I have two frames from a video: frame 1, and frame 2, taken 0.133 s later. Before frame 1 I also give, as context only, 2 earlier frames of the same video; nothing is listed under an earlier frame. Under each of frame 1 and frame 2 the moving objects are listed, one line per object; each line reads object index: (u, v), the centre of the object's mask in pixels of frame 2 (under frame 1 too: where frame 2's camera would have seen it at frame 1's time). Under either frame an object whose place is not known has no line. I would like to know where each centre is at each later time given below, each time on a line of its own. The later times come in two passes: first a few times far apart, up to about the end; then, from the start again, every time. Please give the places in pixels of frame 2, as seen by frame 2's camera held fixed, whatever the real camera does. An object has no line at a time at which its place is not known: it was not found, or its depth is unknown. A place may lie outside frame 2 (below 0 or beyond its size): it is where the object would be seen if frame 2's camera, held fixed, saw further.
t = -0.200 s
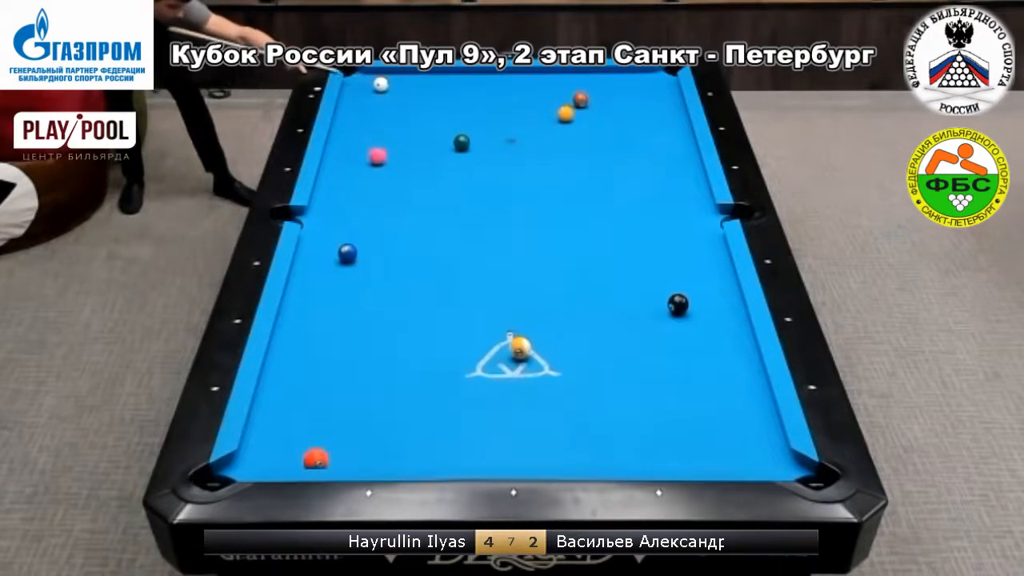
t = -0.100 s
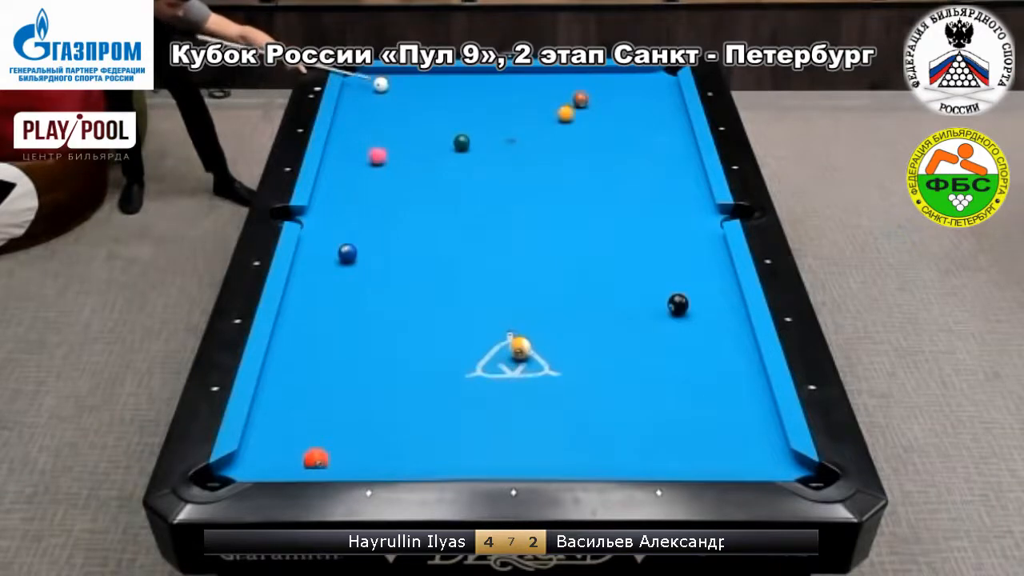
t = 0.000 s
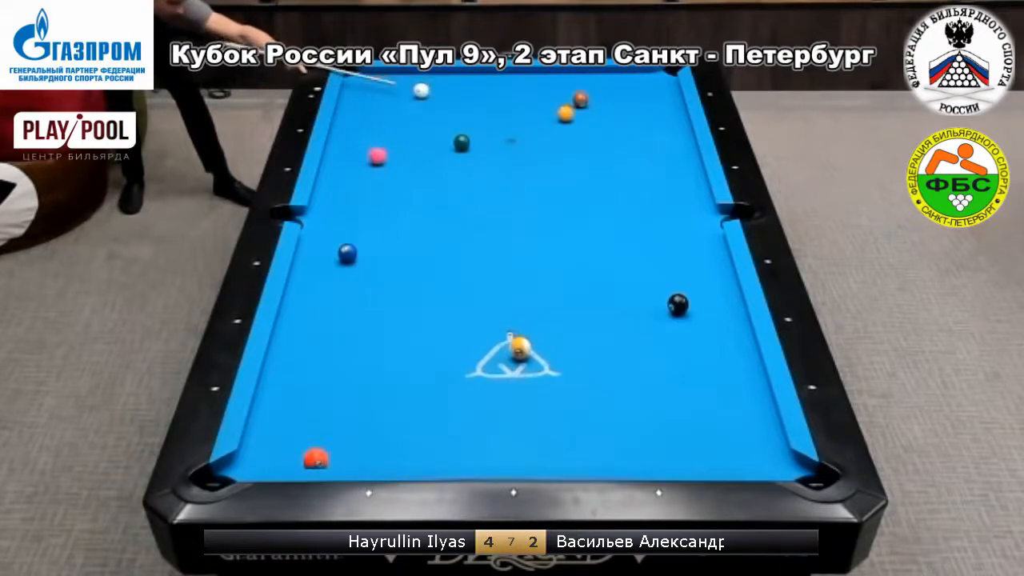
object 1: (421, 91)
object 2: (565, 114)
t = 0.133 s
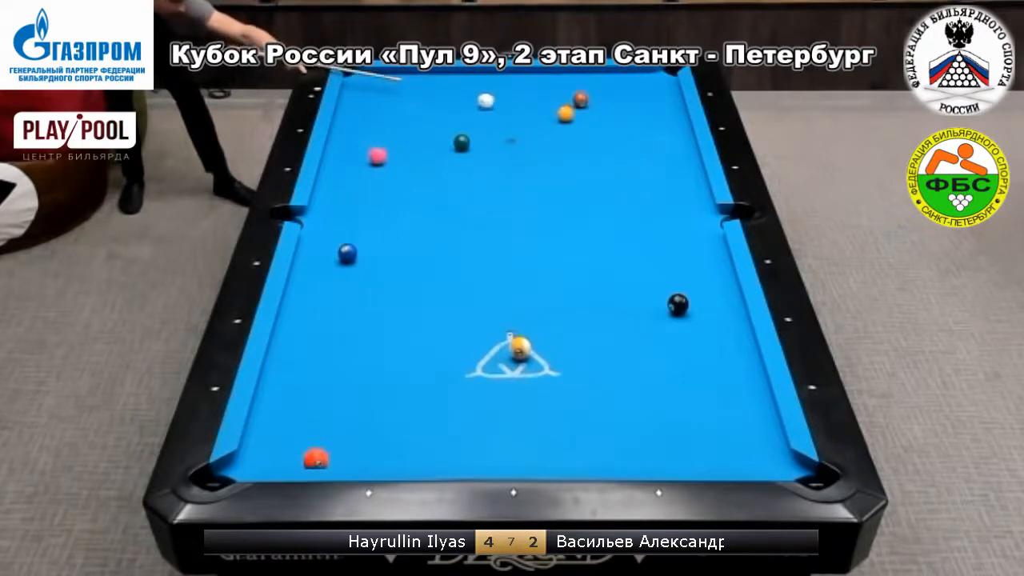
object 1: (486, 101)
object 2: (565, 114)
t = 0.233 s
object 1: (535, 109)
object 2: (566, 114)
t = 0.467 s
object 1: (568, 111)
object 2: (649, 131)
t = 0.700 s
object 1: (600, 112)
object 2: (664, 144)
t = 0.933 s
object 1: (632, 113)
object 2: (622, 154)
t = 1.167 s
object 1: (662, 114)
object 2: (579, 165)
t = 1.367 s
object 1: (678, 115)
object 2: (543, 175)
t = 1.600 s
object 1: (662, 114)
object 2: (501, 185)
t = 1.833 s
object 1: (647, 113)
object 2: (459, 196)
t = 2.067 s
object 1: (635, 112)
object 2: (417, 206)
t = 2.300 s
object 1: (622, 112)
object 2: (374, 217)
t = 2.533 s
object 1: (612, 111)
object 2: (332, 227)
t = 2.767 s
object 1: (603, 110)
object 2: (318, 236)
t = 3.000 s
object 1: (595, 109)
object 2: (338, 240)
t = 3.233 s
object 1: (588, 109)
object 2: (360, 243)
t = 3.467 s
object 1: (583, 108)
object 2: (379, 246)
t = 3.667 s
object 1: (579, 108)
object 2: (395, 247)
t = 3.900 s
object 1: (576, 108)
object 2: (412, 249)
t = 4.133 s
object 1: (574, 107)
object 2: (428, 250)
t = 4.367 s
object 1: (573, 107)
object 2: (442, 252)
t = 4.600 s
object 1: (573, 107)
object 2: (455, 253)
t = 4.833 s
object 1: (573, 107)
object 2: (467, 254)
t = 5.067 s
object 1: (573, 107)
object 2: (477, 255)
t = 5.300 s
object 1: (572, 107)
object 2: (486, 256)
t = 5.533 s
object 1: (572, 107)
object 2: (493, 257)
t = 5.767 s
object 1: (572, 107)
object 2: (499, 257)
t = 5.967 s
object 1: (572, 107)
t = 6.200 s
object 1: (572, 107)
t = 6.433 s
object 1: (572, 107)
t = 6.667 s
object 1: (572, 107)
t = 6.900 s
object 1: (572, 107)
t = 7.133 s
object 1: (572, 107)
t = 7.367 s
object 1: (572, 107)
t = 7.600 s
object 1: (572, 107)
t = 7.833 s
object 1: (572, 107)
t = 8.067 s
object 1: (572, 107)
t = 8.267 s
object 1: (572, 107)
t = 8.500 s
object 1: (572, 107)
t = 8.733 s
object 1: (572, 107)
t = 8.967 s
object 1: (572, 107)
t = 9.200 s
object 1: (572, 107)
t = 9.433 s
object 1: (572, 107)
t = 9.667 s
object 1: (572, 107)
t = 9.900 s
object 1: (572, 107)
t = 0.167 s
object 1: (502, 103)
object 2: (566, 114)
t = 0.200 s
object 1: (518, 106)
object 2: (566, 114)
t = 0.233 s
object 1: (535, 109)
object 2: (566, 114)
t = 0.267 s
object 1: (551, 111)
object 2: (566, 114)
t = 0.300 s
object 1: (552, 111)
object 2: (581, 117)
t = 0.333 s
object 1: (554, 111)
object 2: (596, 120)
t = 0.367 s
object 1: (556, 110)
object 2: (611, 123)
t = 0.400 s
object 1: (560, 110)
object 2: (624, 126)
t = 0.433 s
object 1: (563, 110)
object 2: (637, 128)
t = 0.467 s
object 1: (568, 111)
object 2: (649, 131)
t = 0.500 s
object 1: (573, 111)
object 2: (660, 133)
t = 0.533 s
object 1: (577, 111)
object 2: (672, 135)
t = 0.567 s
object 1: (582, 111)
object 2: (683, 138)
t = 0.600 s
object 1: (587, 111)
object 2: (684, 139)
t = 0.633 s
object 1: (591, 111)
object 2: (677, 141)
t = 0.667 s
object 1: (596, 111)
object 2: (670, 142)
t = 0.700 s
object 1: (600, 112)
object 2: (664, 144)
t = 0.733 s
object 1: (605, 112)
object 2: (658, 146)
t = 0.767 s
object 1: (610, 112)
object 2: (652, 147)
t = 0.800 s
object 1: (614, 112)
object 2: (646, 149)
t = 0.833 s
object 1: (619, 112)
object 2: (640, 150)
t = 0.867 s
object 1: (623, 113)
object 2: (634, 152)
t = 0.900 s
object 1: (628, 113)
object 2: (628, 153)
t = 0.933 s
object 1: (632, 113)
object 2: (622, 154)
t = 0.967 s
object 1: (636, 113)
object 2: (616, 156)
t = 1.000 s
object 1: (641, 114)
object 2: (610, 158)
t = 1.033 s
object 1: (645, 114)
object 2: (603, 159)
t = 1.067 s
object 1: (649, 114)
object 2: (598, 161)
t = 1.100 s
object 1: (654, 114)
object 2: (592, 162)
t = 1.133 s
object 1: (658, 114)
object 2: (585, 164)
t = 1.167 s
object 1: (662, 114)
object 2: (579, 165)
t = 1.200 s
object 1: (666, 115)
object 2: (573, 167)
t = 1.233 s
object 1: (670, 115)
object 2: (567, 168)
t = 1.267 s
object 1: (675, 115)
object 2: (561, 170)
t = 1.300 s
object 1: (679, 115)
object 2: (555, 172)
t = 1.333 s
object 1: (680, 115)
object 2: (549, 173)
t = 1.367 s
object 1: (678, 115)
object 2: (543, 175)
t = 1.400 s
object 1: (675, 115)
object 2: (537, 176)
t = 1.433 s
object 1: (673, 115)
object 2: (531, 178)
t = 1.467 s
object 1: (670, 114)
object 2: (525, 179)
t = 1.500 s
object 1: (668, 114)
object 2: (519, 180)
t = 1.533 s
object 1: (666, 114)
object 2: (513, 182)
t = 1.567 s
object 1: (664, 114)
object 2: (507, 183)
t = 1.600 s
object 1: (662, 114)
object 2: (501, 185)
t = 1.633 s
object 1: (660, 114)
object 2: (495, 186)
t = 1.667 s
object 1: (657, 114)
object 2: (489, 188)
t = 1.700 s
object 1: (655, 114)
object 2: (483, 190)
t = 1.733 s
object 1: (653, 114)
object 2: (477, 191)
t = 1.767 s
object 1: (652, 114)
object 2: (471, 193)
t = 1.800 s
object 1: (649, 113)
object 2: (465, 194)
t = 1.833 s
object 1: (647, 113)
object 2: (459, 196)
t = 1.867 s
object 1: (645, 113)
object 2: (453, 197)
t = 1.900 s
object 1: (643, 113)
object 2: (447, 199)
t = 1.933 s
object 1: (642, 113)
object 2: (441, 200)
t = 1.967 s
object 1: (640, 113)
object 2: (434, 202)
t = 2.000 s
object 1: (638, 112)
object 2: (429, 203)
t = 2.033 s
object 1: (636, 113)
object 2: (423, 205)
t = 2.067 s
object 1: (635, 112)
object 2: (417, 206)
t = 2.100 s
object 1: (633, 112)
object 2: (411, 208)
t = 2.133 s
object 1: (631, 112)
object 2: (405, 209)
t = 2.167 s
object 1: (629, 112)
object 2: (398, 211)
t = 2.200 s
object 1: (627, 112)
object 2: (393, 212)
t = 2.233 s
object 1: (626, 112)
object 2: (387, 214)
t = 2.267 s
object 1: (624, 112)
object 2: (380, 216)
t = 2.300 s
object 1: (622, 112)
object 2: (374, 217)
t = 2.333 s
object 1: (621, 111)
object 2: (369, 219)
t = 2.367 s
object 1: (619, 111)
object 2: (362, 220)
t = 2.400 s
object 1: (618, 111)
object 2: (356, 221)
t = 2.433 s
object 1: (616, 111)
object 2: (350, 223)
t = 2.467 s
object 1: (615, 111)
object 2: (344, 224)
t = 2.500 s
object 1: (613, 111)
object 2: (338, 226)
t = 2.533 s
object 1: (612, 111)
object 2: (332, 227)
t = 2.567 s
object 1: (611, 111)
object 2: (326, 229)
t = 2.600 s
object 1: (609, 111)
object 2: (320, 230)
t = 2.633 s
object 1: (608, 110)
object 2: (314, 232)
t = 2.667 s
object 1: (606, 110)
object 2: (309, 233)
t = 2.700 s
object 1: (605, 110)
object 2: (311, 234)
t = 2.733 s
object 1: (604, 110)
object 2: (315, 235)
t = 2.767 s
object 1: (603, 110)
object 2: (318, 236)
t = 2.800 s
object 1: (602, 110)
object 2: (321, 236)
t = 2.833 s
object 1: (600, 110)
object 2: (324, 237)
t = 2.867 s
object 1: (599, 110)
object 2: (327, 238)
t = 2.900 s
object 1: (598, 110)
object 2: (330, 239)
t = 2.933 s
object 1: (597, 110)
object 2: (333, 239)
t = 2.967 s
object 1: (596, 109)
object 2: (335, 240)
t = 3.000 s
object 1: (595, 109)
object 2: (338, 240)
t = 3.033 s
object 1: (594, 109)
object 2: (340, 240)
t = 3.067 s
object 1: (593, 109)
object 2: (344, 239)
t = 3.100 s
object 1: (592, 109)
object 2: (347, 239)
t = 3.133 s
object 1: (591, 109)
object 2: (351, 240)
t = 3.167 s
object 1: (590, 109)
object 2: (355, 241)
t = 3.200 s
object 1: (589, 109)
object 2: (358, 243)
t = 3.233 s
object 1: (588, 109)
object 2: (360, 243)
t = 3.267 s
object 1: (588, 109)
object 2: (363, 244)
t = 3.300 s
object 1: (587, 109)
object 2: (366, 245)
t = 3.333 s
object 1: (586, 109)
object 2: (368, 245)
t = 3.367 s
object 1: (585, 109)
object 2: (371, 245)
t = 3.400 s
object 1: (585, 109)
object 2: (374, 246)
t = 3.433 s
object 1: (584, 109)
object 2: (376, 246)
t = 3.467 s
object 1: (583, 108)
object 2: (379, 246)
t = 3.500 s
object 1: (582, 108)
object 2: (382, 246)
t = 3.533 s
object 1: (582, 108)
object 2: (384, 247)
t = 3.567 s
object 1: (581, 108)
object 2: (387, 247)
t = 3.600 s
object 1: (580, 108)
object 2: (390, 247)
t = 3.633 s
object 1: (579, 108)
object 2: (392, 247)
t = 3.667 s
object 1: (579, 108)
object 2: (395, 247)
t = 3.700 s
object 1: (578, 108)
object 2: (398, 248)
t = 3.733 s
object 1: (578, 108)
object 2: (400, 248)
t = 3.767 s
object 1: (577, 108)
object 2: (403, 248)
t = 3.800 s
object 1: (577, 108)
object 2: (405, 248)
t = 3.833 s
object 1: (577, 108)
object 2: (407, 249)
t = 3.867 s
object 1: (576, 108)
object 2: (410, 249)
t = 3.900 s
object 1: (576, 108)
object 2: (412, 249)
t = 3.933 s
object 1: (575, 107)
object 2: (415, 249)
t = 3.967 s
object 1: (575, 107)
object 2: (417, 249)
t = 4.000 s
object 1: (575, 107)
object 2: (420, 249)
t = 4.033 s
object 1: (575, 107)
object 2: (421, 250)
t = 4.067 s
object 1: (574, 107)
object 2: (424, 250)
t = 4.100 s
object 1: (574, 107)
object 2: (426, 250)
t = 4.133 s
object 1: (574, 107)
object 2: (428, 250)
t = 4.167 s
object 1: (573, 107)
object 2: (430, 251)
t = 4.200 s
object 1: (573, 107)
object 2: (432, 251)
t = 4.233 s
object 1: (573, 107)
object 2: (434, 251)
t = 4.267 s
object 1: (573, 107)
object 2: (436, 251)
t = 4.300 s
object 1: (573, 107)
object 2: (438, 252)
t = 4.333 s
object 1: (573, 107)
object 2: (440, 252)
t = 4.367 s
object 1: (573, 107)
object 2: (442, 252)
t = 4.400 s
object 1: (573, 107)
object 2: (444, 252)
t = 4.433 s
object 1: (573, 107)
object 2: (446, 252)
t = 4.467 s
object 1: (573, 107)
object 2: (448, 252)
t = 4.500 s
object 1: (573, 107)
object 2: (450, 252)
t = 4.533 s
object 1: (573, 107)
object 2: (452, 252)
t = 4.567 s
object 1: (573, 107)
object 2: (454, 253)
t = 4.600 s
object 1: (573, 107)
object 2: (455, 253)
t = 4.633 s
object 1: (573, 107)
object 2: (457, 253)
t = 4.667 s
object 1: (573, 107)
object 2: (459, 253)
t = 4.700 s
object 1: (573, 107)
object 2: (461, 254)
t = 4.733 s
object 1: (573, 107)
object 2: (462, 254)
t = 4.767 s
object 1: (573, 107)
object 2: (464, 254)
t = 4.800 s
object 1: (573, 107)
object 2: (466, 254)
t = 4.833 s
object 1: (573, 107)
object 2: (467, 254)
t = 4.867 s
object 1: (573, 107)
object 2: (469, 254)
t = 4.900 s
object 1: (573, 107)
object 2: (470, 254)
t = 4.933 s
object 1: (573, 107)
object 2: (472, 255)
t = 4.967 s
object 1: (573, 107)
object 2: (473, 255)
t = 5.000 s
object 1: (573, 107)
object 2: (475, 255)
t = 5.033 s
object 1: (572, 107)
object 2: (476, 255)
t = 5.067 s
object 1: (573, 107)
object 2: (477, 255)
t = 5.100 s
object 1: (573, 107)
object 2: (479, 255)
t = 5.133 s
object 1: (572, 107)
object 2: (480, 255)
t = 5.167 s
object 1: (572, 107)
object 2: (481, 255)
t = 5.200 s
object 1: (572, 107)
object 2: (483, 256)
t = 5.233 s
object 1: (572, 107)
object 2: (484, 256)
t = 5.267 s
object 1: (572, 107)
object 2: (485, 256)
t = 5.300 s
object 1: (572, 107)
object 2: (486, 256)
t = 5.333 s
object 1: (572, 107)
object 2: (487, 256)
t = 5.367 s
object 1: (572, 107)
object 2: (488, 256)
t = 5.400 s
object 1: (572, 107)
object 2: (489, 256)
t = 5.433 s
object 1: (572, 107)
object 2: (491, 257)
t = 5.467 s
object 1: (572, 107)
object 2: (492, 257)
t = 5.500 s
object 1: (572, 107)
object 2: (492, 257)
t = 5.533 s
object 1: (572, 107)
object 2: (493, 257)
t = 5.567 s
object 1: (572, 107)
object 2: (494, 257)
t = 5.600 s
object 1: (572, 107)
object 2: (495, 257)
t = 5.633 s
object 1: (572, 107)
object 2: (496, 257)
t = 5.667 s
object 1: (572, 107)
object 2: (496, 257)
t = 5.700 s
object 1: (572, 107)
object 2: (497, 257)
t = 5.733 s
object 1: (572, 107)
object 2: (498, 257)
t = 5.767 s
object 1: (572, 107)
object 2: (499, 257)
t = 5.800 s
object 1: (572, 107)
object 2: (500, 257)
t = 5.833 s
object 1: (572, 107)
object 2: (500, 257)
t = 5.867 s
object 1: (572, 107)
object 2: (501, 257)
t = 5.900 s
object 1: (572, 107)
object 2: (501, 257)
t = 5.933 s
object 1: (572, 107)
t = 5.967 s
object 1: (572, 107)
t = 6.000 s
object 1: (572, 107)
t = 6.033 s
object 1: (572, 107)
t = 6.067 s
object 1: (572, 107)
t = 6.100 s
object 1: (572, 107)
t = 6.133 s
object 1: (572, 107)
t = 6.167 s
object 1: (572, 107)
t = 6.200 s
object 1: (572, 107)
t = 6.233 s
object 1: (572, 107)
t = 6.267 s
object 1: (572, 107)
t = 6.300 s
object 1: (572, 107)
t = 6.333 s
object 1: (572, 107)
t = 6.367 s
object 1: (572, 107)
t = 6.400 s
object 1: (572, 107)
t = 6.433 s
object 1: (572, 107)
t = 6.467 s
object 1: (572, 107)
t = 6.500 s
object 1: (572, 107)
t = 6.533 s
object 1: (572, 107)
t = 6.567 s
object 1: (572, 107)
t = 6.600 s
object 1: (572, 107)
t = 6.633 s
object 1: (572, 107)
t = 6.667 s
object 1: (572, 107)
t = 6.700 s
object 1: (572, 107)
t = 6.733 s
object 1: (572, 107)
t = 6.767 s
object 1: (572, 107)
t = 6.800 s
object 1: (572, 107)
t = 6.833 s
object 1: (572, 107)
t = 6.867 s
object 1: (572, 107)
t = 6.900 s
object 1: (572, 107)
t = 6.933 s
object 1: (572, 107)
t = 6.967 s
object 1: (572, 107)
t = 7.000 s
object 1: (572, 107)
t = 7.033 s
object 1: (572, 107)
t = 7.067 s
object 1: (572, 107)
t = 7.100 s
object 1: (572, 107)
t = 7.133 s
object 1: (572, 107)
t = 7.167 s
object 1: (572, 107)
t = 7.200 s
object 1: (572, 107)
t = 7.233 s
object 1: (572, 107)
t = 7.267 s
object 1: (572, 107)
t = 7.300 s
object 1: (572, 107)
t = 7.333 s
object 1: (572, 107)
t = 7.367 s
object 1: (572, 107)
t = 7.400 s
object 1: (572, 107)
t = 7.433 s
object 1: (572, 107)
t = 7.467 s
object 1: (572, 107)
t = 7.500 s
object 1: (572, 107)
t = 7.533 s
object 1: (572, 107)
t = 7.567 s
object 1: (572, 107)
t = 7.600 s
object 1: (572, 107)
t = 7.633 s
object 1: (572, 107)
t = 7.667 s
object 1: (572, 107)
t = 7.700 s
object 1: (572, 107)
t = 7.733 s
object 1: (572, 107)
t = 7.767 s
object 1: (572, 107)
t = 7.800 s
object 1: (572, 107)
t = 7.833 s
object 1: (572, 107)
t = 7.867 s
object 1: (572, 107)
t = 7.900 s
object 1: (572, 107)
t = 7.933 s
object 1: (572, 107)
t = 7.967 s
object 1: (572, 107)
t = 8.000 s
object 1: (572, 107)
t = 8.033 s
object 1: (572, 107)
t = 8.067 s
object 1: (572, 107)
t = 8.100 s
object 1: (572, 107)
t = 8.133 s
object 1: (572, 107)
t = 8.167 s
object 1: (572, 107)
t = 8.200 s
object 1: (572, 107)
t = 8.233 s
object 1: (572, 107)
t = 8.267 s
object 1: (572, 107)
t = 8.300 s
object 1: (572, 107)
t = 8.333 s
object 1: (572, 107)
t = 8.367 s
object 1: (572, 107)
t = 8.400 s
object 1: (572, 107)
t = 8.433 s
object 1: (572, 107)
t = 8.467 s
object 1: (572, 107)
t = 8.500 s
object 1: (572, 107)
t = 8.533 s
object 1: (572, 107)
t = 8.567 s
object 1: (572, 107)
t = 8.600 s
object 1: (572, 107)
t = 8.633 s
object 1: (572, 107)
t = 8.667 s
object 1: (572, 107)
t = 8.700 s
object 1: (572, 107)
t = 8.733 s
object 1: (572, 107)
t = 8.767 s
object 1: (572, 107)
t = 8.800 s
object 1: (572, 107)
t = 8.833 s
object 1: (572, 107)
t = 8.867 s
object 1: (572, 107)
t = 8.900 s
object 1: (572, 107)
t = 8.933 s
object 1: (572, 107)
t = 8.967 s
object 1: (572, 107)
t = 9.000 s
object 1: (572, 107)
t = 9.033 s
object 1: (572, 107)
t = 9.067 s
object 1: (572, 107)
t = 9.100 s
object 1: (572, 107)
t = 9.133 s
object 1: (572, 107)
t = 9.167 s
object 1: (572, 107)
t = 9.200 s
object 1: (572, 107)
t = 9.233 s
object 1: (572, 107)
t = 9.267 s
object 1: (572, 107)
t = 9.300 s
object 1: (572, 107)
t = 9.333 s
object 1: (572, 107)
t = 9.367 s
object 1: (572, 107)
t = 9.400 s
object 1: (572, 107)
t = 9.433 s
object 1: (572, 107)
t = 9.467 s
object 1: (572, 107)
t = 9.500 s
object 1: (572, 107)
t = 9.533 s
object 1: (572, 107)
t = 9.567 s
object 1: (572, 107)
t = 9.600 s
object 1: (572, 107)
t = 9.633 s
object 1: (572, 107)
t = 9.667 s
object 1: (572, 107)
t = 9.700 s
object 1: (572, 107)
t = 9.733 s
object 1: (572, 107)
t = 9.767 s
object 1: (572, 107)
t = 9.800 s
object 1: (572, 107)
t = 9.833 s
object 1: (572, 107)
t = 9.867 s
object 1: (572, 107)
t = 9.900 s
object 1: (572, 107)
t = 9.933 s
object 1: (572, 107)
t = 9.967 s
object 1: (572, 107)
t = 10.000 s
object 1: (572, 107)
